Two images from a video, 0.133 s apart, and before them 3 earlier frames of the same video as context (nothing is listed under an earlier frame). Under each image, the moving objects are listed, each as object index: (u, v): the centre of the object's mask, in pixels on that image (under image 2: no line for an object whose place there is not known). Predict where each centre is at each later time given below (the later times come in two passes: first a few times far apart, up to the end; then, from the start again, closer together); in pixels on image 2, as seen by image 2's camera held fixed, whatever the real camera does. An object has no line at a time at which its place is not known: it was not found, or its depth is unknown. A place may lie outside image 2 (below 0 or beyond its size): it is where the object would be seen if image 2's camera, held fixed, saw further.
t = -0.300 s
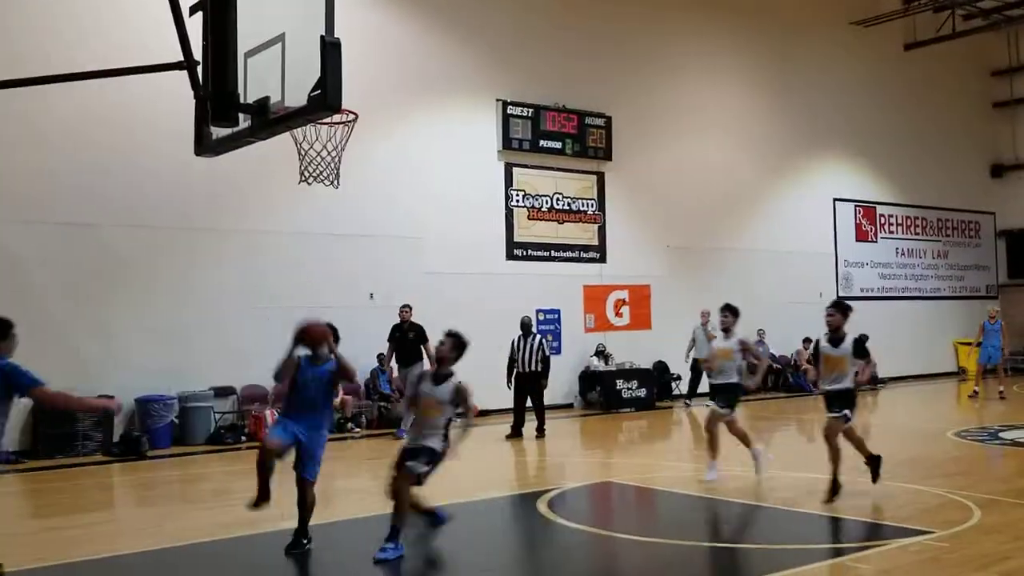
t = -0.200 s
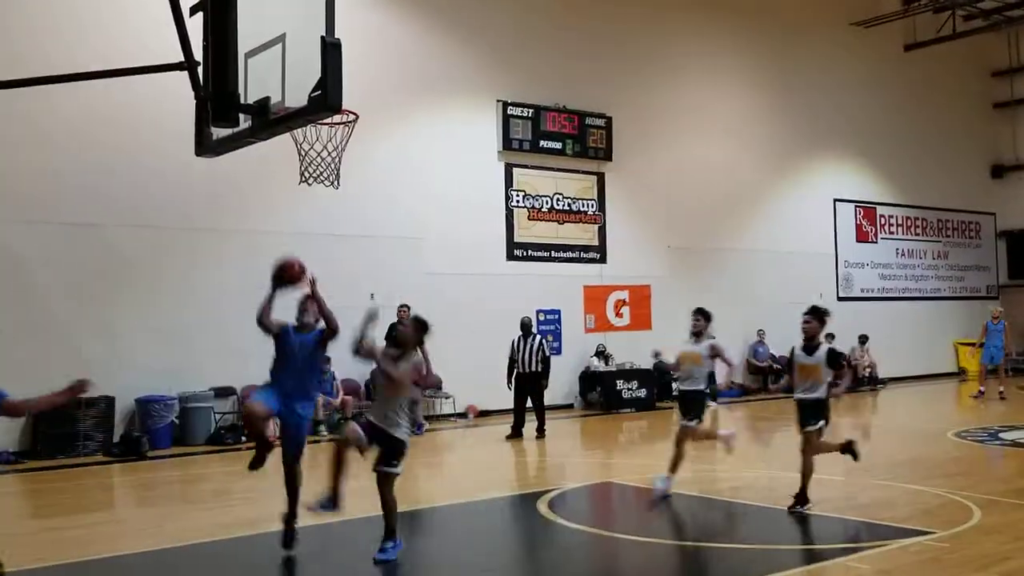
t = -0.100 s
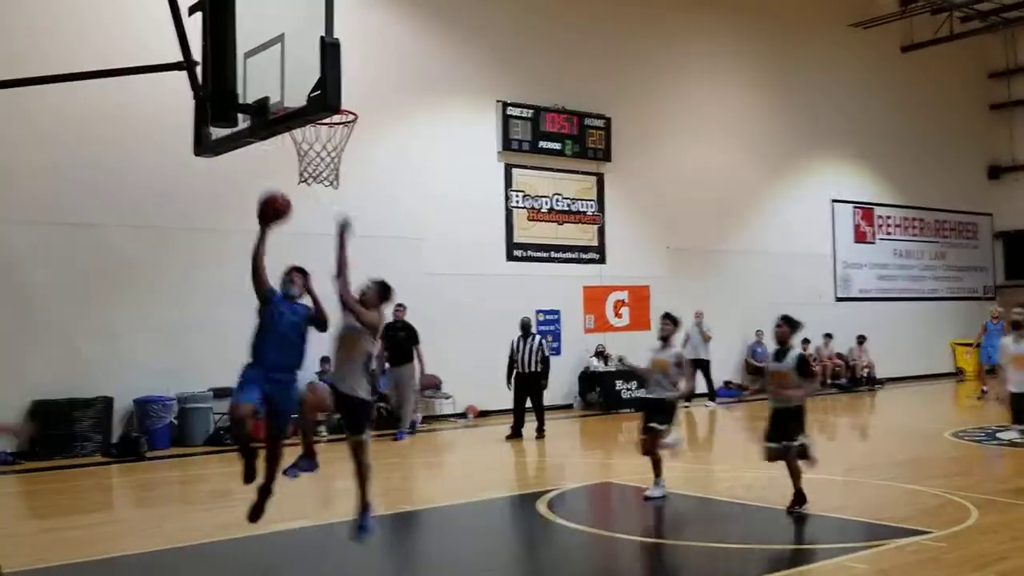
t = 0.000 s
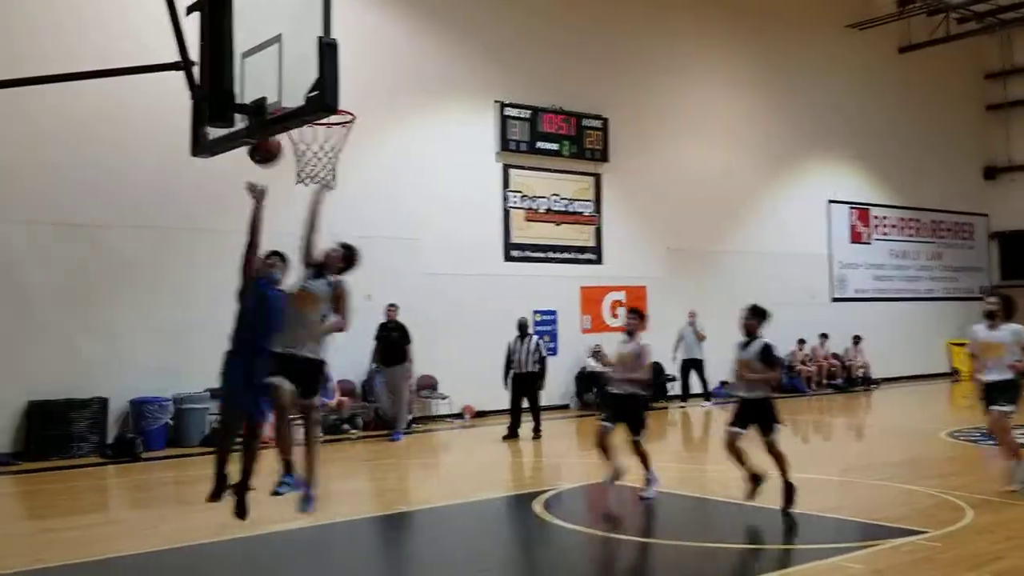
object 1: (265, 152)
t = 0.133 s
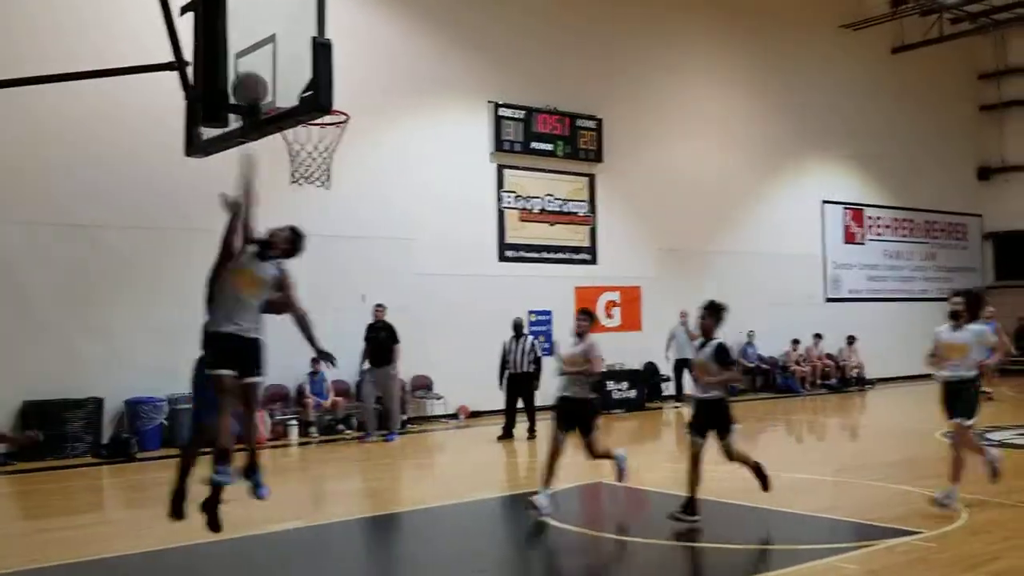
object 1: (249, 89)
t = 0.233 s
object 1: (270, 73)
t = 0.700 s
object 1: (299, 138)
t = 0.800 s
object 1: (311, 171)
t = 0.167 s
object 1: (255, 82)
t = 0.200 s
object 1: (263, 77)
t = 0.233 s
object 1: (270, 73)
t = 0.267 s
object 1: (278, 70)
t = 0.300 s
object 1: (286, 70)
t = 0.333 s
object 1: (295, 72)
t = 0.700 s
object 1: (299, 138)
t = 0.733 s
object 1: (302, 146)
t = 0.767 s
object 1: (305, 157)
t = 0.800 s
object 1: (311, 171)
